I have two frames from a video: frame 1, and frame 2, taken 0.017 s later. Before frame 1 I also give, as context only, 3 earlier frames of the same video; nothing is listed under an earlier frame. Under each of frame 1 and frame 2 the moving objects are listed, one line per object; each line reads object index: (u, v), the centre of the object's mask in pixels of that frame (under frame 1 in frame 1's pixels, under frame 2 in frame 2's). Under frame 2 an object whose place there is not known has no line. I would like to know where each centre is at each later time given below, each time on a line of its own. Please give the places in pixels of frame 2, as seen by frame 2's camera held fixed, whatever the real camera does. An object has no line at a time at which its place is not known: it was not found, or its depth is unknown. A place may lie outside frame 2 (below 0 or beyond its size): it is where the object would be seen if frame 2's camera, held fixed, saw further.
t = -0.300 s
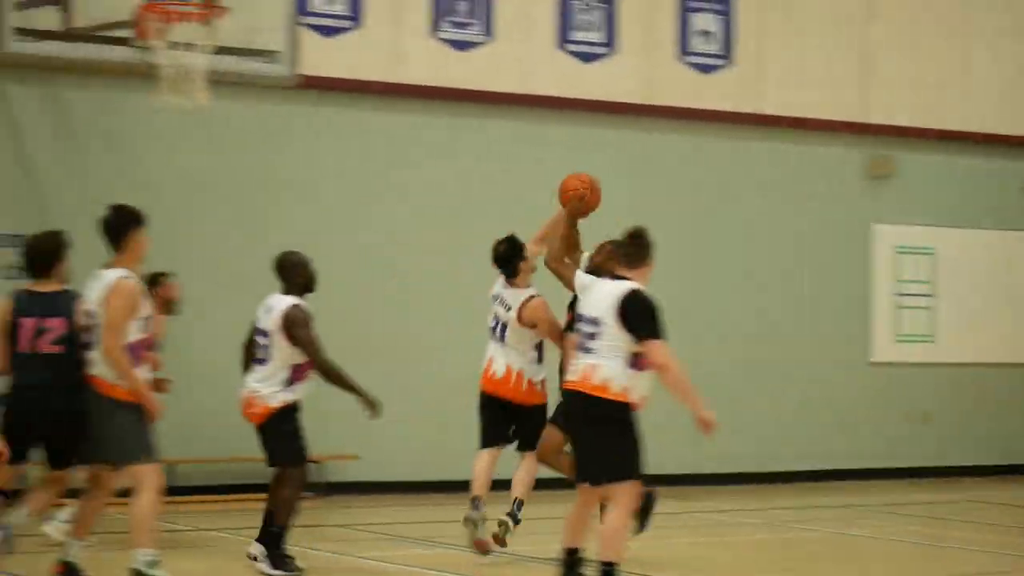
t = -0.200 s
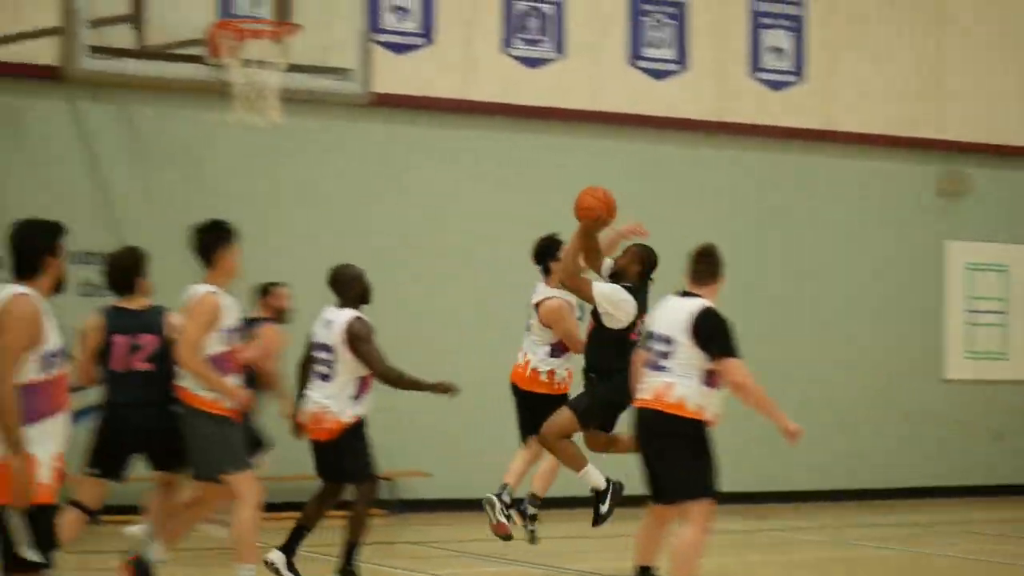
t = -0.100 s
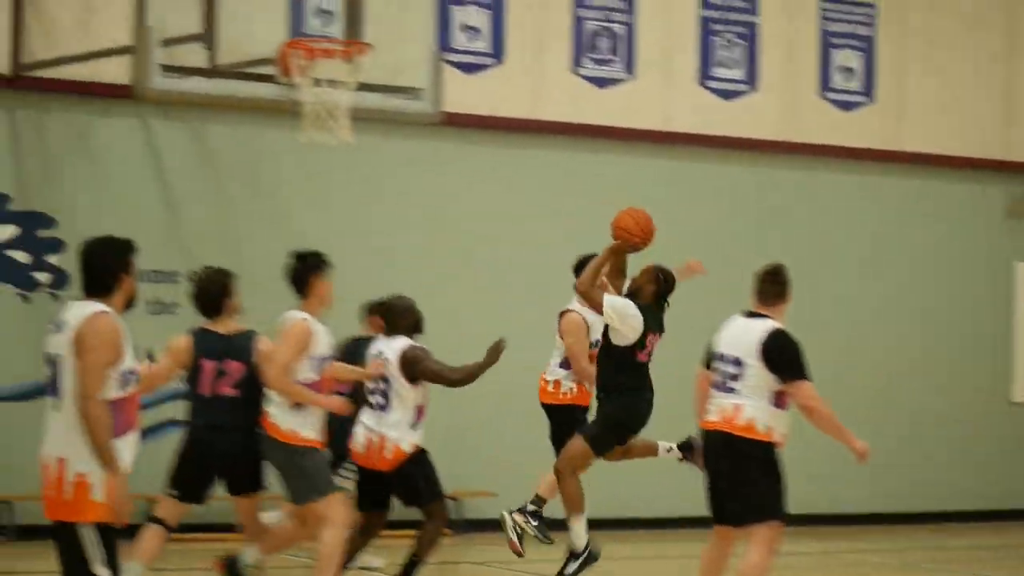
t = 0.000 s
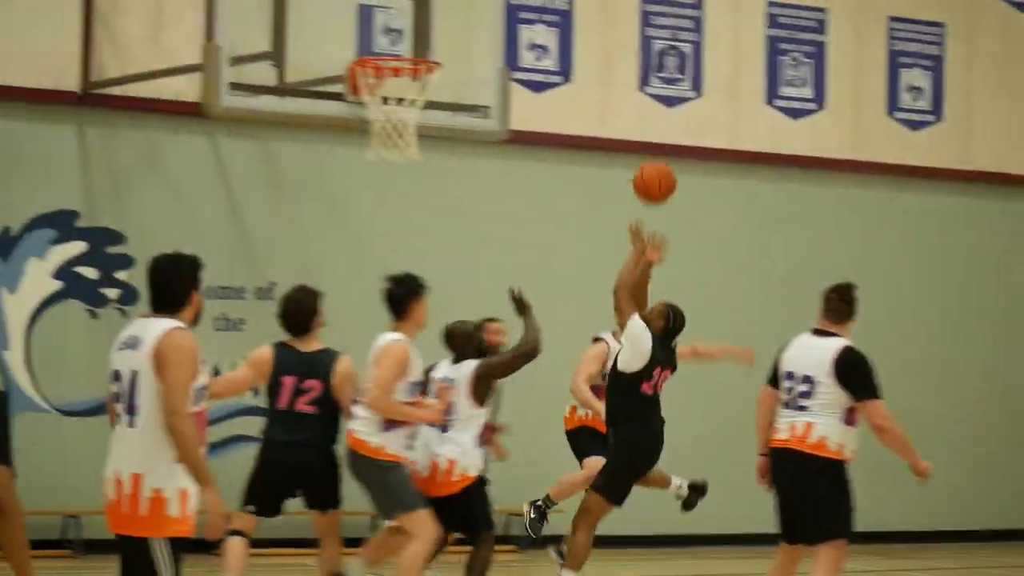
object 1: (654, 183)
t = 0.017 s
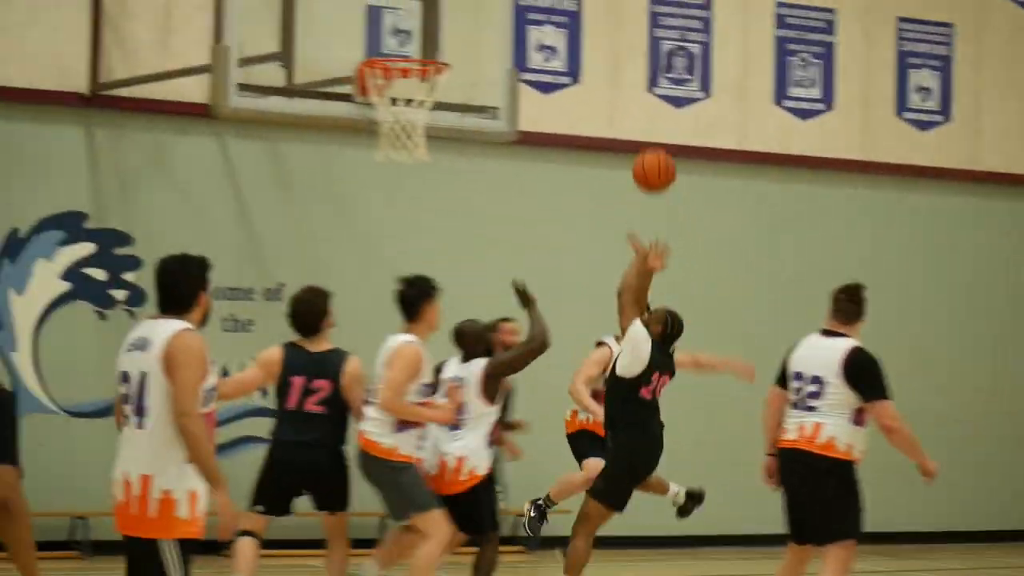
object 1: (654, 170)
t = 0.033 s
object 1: (645, 160)
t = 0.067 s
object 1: (627, 137)
